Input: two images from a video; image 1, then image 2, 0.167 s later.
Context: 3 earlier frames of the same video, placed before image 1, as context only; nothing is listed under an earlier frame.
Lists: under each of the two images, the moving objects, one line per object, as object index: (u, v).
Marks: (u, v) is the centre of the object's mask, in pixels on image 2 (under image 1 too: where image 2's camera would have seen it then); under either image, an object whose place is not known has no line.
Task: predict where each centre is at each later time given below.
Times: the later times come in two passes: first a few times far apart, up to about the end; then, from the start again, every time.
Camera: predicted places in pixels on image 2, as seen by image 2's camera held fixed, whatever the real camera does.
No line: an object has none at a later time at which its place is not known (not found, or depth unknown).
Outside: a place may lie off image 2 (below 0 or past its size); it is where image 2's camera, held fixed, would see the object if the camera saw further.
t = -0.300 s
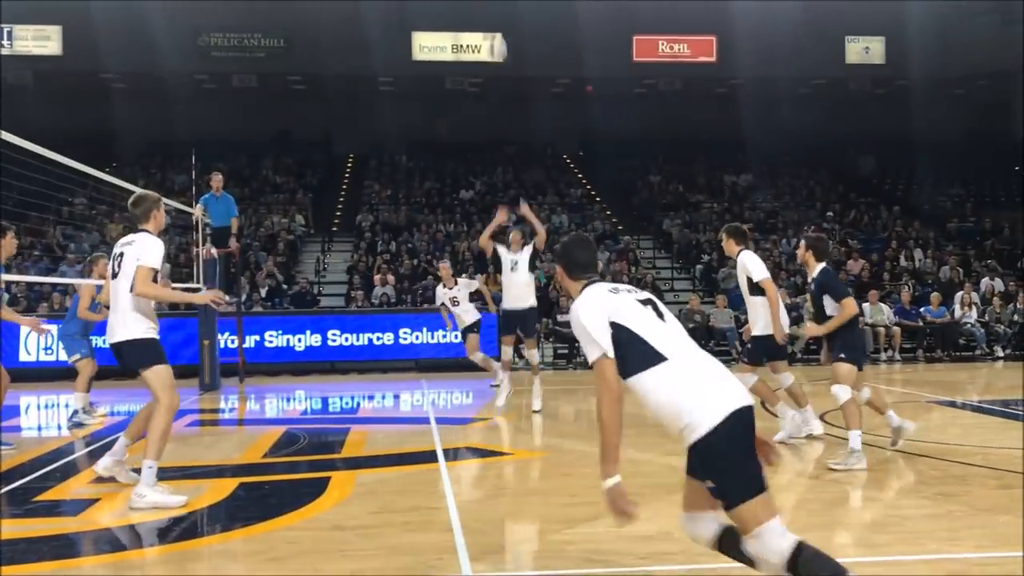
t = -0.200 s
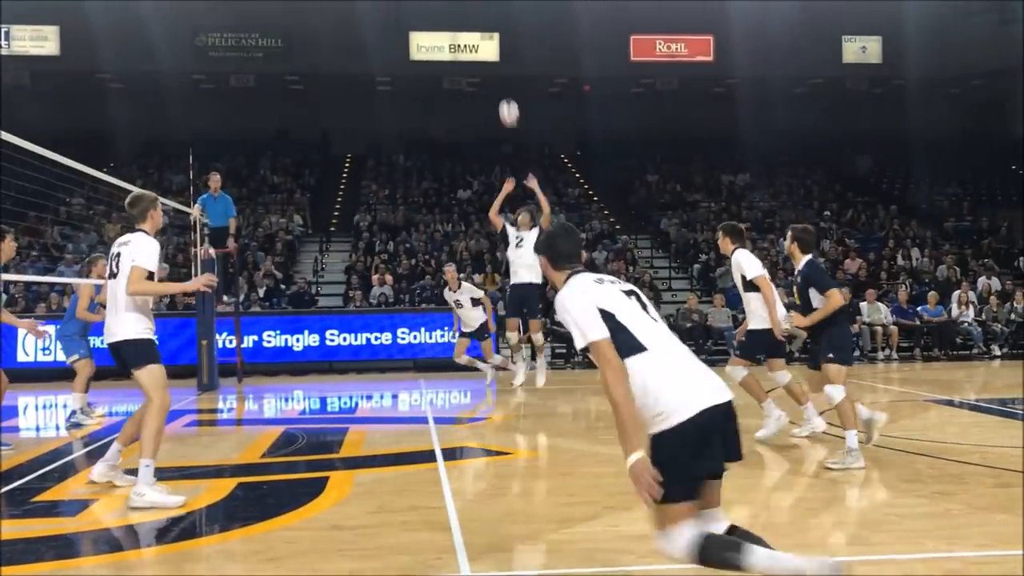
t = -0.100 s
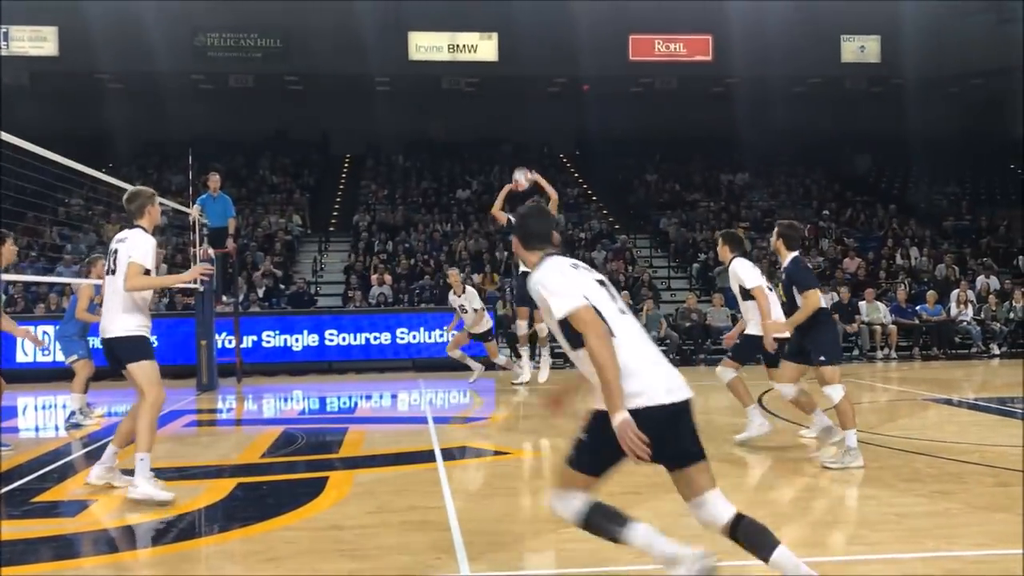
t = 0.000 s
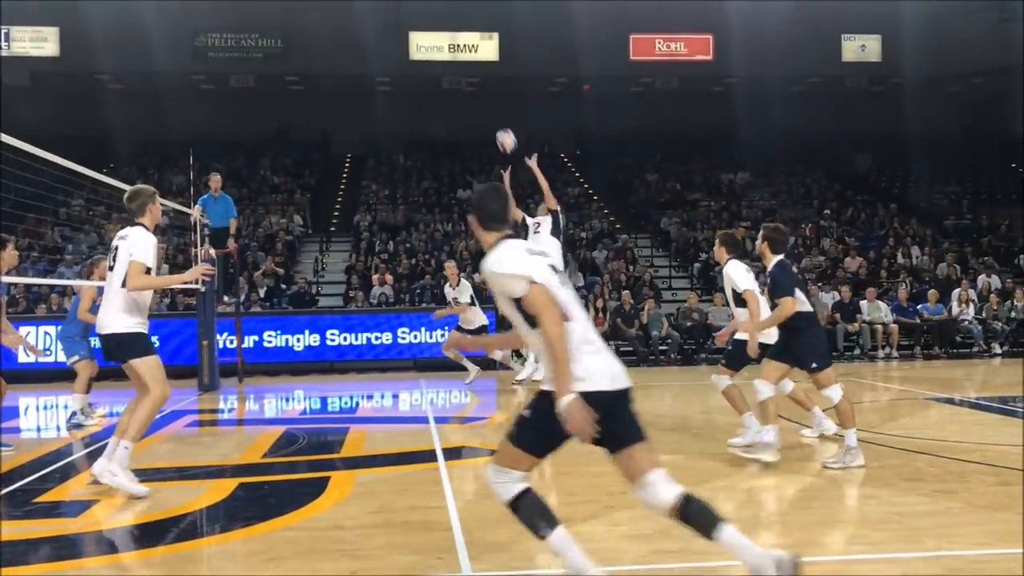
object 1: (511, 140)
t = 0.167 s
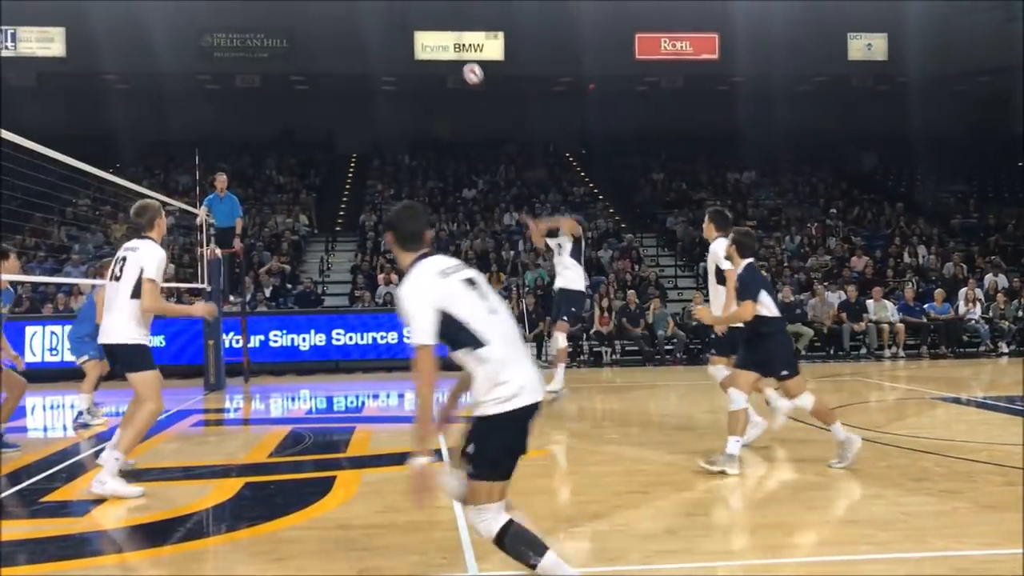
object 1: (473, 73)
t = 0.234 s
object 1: (459, 58)
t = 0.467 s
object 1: (412, 25)
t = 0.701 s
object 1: (371, 40)
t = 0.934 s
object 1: (334, 95)
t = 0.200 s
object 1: (466, 66)
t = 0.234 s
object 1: (459, 58)
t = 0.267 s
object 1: (452, 49)
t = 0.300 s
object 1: (445, 43)
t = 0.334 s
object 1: (438, 37)
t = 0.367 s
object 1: (431, 32)
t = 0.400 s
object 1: (425, 29)
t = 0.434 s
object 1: (419, 27)
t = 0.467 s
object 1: (412, 25)
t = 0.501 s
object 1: (406, 25)
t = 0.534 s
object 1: (401, 25)
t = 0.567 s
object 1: (394, 27)
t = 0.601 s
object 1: (389, 29)
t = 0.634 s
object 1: (383, 32)
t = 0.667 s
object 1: (377, 36)
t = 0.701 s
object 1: (371, 40)
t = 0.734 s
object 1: (366, 46)
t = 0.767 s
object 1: (361, 52)
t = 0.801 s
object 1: (356, 59)
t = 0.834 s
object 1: (350, 67)
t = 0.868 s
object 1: (344, 75)
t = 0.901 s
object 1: (339, 85)
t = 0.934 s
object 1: (334, 95)
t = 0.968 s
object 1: (329, 106)
